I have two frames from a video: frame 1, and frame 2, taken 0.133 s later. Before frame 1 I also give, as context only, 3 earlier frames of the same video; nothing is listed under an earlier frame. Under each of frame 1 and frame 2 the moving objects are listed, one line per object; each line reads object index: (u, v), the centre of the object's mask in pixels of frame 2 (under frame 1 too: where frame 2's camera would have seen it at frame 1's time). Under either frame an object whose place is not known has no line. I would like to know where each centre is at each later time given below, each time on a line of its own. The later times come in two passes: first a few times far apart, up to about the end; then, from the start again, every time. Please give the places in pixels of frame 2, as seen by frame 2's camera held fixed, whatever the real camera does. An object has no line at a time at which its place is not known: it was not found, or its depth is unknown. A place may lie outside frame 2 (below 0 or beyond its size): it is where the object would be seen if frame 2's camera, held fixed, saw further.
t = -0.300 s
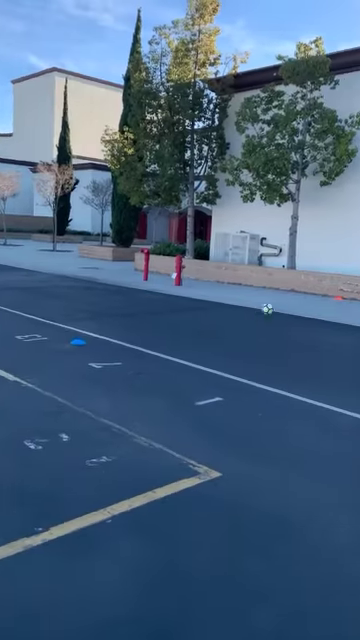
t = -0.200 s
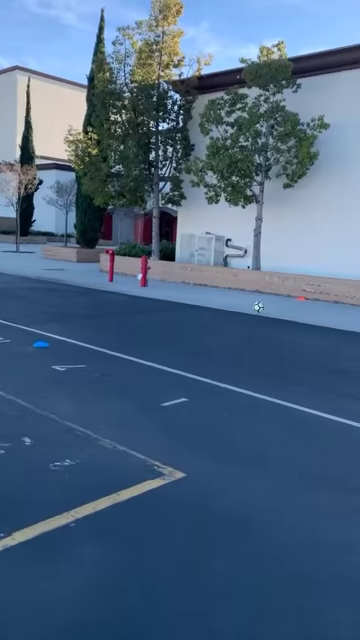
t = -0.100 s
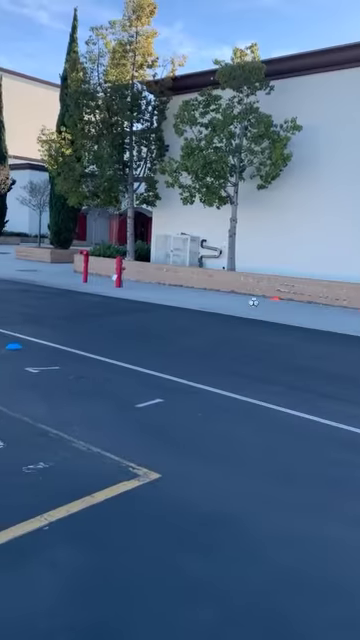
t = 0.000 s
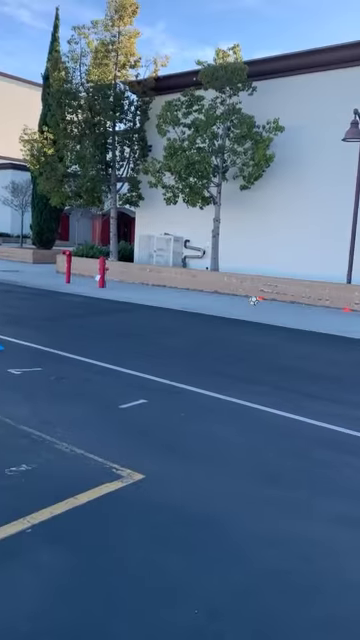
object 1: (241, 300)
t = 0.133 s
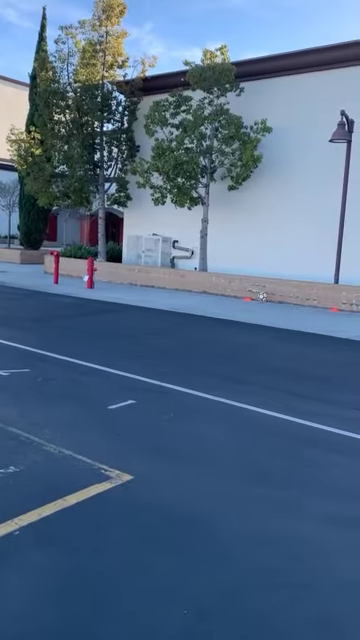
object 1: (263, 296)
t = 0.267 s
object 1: (252, 287)
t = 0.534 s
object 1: (210, 283)
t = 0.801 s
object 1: (162, 308)
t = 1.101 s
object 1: (140, 297)
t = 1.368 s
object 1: (115, 309)
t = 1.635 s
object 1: (87, 314)
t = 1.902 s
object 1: (54, 317)
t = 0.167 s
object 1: (266, 296)
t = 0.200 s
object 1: (262, 292)
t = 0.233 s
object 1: (255, 289)
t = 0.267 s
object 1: (252, 287)
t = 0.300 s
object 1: (247, 285)
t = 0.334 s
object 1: (243, 283)
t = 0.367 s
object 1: (237, 282)
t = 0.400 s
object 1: (233, 281)
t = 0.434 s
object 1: (227, 280)
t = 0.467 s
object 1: (222, 281)
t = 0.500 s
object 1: (216, 282)
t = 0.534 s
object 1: (210, 283)
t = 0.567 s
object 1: (204, 285)
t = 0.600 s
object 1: (198, 287)
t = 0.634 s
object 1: (192, 290)
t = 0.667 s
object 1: (186, 293)
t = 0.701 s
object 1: (179, 298)
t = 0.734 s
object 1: (172, 304)
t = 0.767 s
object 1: (165, 309)
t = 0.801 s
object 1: (162, 308)
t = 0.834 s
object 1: (159, 304)
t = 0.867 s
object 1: (157, 301)
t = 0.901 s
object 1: (155, 299)
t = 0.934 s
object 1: (152, 297)
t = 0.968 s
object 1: (150, 296)
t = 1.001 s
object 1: (148, 295)
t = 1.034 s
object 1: (145, 295)
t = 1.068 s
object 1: (142, 296)
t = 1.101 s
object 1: (140, 297)
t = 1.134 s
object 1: (137, 300)
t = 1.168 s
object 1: (133, 302)
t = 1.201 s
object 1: (131, 306)
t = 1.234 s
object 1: (128, 309)
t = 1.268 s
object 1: (124, 315)
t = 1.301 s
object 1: (121, 315)
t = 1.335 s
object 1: (118, 312)
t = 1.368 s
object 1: (115, 309)
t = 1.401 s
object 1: (112, 308)
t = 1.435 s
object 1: (109, 307)
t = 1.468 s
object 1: (106, 306)
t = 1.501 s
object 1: (102, 306)
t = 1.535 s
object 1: (98, 307)
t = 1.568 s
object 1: (95, 308)
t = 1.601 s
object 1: (91, 311)
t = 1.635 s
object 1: (87, 314)
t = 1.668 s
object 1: (82, 318)
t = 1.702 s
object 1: (78, 323)
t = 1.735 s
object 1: (74, 320)
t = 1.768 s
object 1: (71, 318)
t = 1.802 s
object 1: (67, 317)
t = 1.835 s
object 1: (63, 316)
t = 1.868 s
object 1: (58, 316)
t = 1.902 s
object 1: (54, 317)
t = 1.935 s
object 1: (50, 319)
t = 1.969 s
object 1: (45, 321)
